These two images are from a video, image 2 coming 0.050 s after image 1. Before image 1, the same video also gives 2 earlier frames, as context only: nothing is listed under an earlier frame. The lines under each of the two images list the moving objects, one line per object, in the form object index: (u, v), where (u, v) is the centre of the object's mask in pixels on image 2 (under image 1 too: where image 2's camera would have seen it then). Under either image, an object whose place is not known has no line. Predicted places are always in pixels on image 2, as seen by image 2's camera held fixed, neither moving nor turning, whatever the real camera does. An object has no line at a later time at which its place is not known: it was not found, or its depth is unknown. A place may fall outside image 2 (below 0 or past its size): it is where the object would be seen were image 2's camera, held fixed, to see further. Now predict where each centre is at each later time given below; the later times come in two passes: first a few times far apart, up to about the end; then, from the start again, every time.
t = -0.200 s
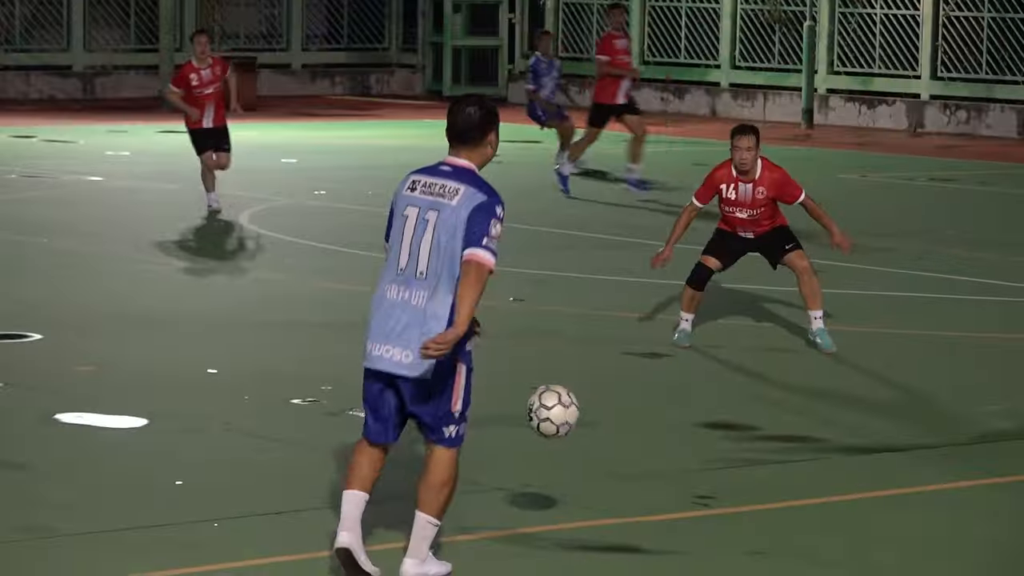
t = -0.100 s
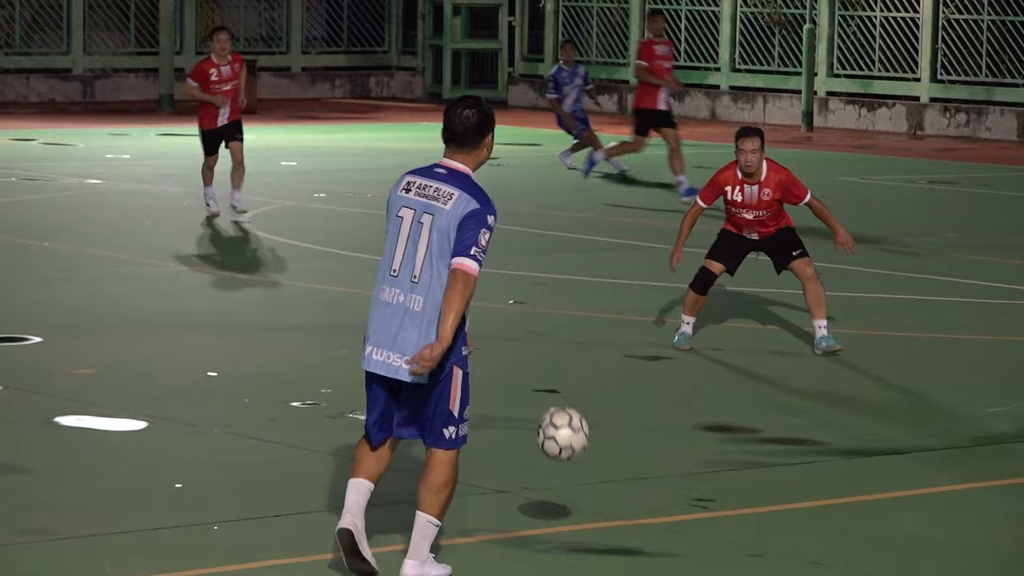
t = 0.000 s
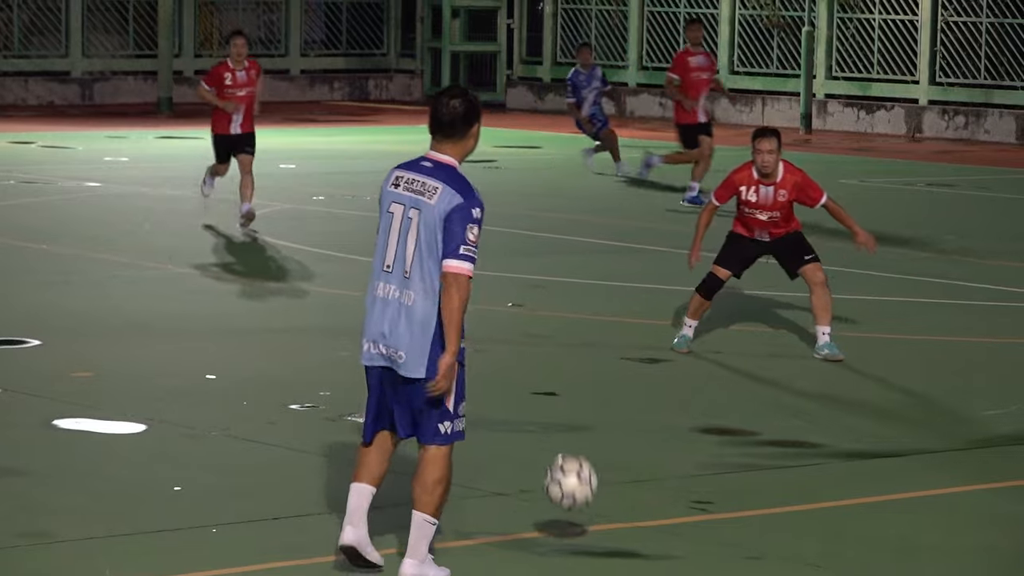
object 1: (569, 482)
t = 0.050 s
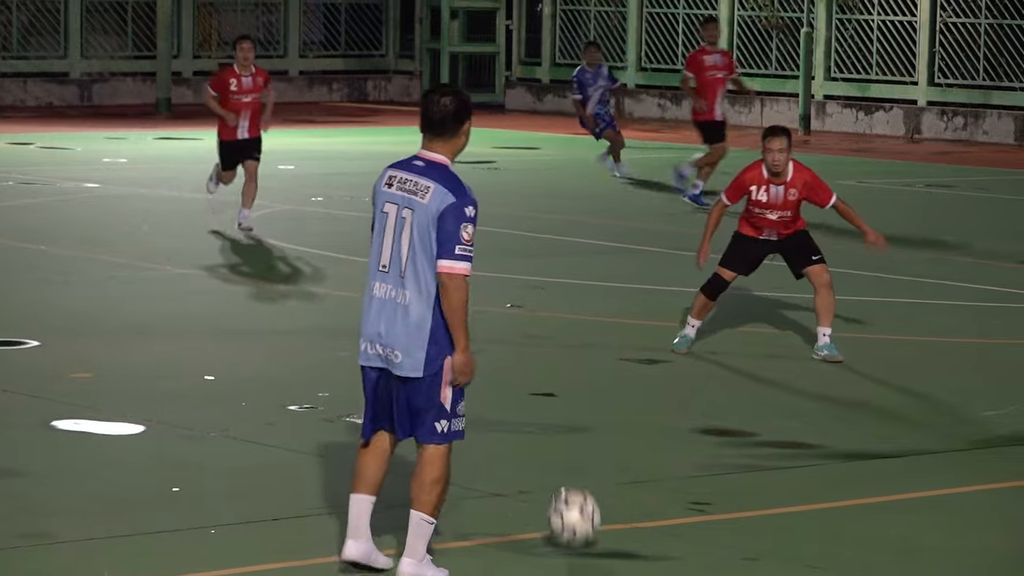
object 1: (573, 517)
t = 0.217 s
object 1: (593, 459)
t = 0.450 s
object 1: (619, 466)
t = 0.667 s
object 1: (644, 484)
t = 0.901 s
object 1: (669, 481)
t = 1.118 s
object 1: (695, 489)
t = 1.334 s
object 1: (723, 507)
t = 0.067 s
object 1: (575, 525)
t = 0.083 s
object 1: (577, 517)
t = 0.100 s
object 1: (578, 506)
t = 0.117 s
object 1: (580, 497)
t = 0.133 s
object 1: (583, 489)
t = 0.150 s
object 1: (585, 482)
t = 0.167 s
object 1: (587, 475)
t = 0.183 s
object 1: (589, 469)
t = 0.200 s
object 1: (591, 463)
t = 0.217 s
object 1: (593, 459)
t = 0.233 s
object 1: (595, 455)
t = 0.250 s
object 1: (597, 451)
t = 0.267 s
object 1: (599, 449)
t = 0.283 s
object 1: (600, 447)
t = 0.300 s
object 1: (603, 446)
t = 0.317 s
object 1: (604, 445)
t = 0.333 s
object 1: (606, 446)
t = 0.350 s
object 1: (608, 447)
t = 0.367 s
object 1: (610, 448)
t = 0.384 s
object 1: (612, 451)
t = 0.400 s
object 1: (614, 453)
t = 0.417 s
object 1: (615, 457)
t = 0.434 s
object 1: (617, 461)
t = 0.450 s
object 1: (619, 466)
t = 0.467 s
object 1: (621, 472)
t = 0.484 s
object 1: (623, 479)
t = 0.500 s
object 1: (624, 486)
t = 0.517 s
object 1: (626, 493)
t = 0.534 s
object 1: (629, 503)
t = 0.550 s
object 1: (630, 514)
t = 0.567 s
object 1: (631, 523)
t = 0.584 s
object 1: (633, 520)
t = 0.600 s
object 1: (636, 511)
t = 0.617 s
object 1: (638, 503)
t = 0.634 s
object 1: (640, 496)
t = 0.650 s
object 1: (642, 490)
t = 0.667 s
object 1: (644, 484)
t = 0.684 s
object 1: (646, 479)
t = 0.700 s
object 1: (648, 476)
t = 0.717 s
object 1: (649, 472)
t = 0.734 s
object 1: (651, 470)
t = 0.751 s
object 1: (653, 468)
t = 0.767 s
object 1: (656, 467)
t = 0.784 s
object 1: (658, 466)
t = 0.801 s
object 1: (659, 467)
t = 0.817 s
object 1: (661, 467)
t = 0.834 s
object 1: (663, 469)
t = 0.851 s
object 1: (664, 471)
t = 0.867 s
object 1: (666, 474)
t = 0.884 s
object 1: (667, 477)
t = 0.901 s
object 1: (669, 481)
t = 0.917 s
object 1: (671, 486)
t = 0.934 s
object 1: (672, 492)
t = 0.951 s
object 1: (674, 499)
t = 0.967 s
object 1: (677, 506)
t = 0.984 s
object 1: (678, 514)
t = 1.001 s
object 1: (679, 523)
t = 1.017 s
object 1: (682, 522)
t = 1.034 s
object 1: (684, 515)
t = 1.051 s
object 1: (686, 508)
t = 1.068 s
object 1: (688, 501)
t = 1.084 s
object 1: (691, 497)
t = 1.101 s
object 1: (694, 493)
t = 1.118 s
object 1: (695, 489)
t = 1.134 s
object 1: (698, 486)
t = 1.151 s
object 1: (700, 485)
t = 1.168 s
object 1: (702, 483)
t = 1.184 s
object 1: (704, 482)
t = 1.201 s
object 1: (707, 482)
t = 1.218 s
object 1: (709, 483)
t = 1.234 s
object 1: (711, 484)
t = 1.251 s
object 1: (713, 486)
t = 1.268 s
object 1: (715, 489)
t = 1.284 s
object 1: (717, 492)
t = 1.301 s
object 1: (719, 496)
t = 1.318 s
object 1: (721, 501)
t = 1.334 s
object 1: (723, 507)
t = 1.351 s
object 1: (725, 514)
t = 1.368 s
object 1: (727, 522)
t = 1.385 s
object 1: (729, 526)
